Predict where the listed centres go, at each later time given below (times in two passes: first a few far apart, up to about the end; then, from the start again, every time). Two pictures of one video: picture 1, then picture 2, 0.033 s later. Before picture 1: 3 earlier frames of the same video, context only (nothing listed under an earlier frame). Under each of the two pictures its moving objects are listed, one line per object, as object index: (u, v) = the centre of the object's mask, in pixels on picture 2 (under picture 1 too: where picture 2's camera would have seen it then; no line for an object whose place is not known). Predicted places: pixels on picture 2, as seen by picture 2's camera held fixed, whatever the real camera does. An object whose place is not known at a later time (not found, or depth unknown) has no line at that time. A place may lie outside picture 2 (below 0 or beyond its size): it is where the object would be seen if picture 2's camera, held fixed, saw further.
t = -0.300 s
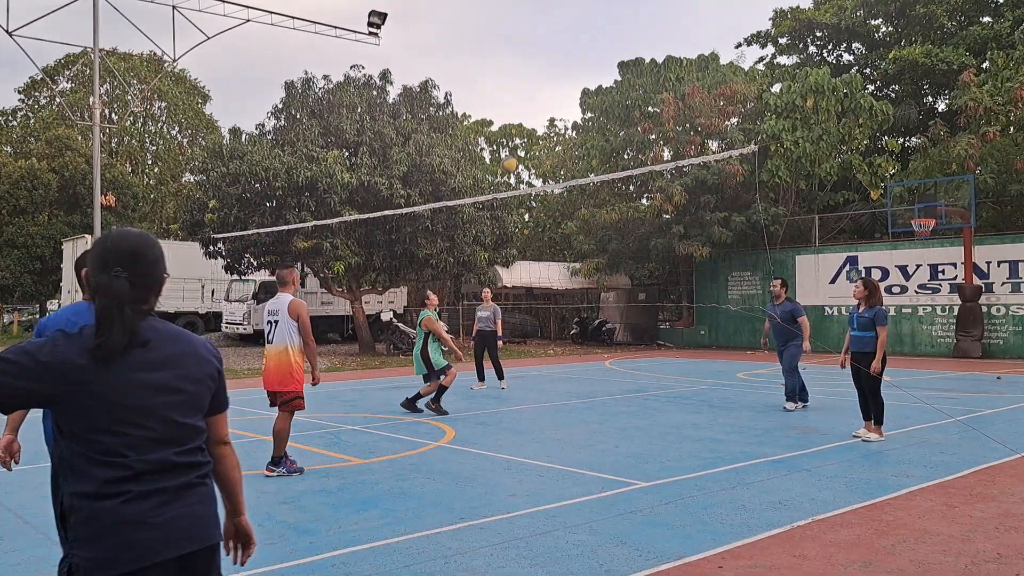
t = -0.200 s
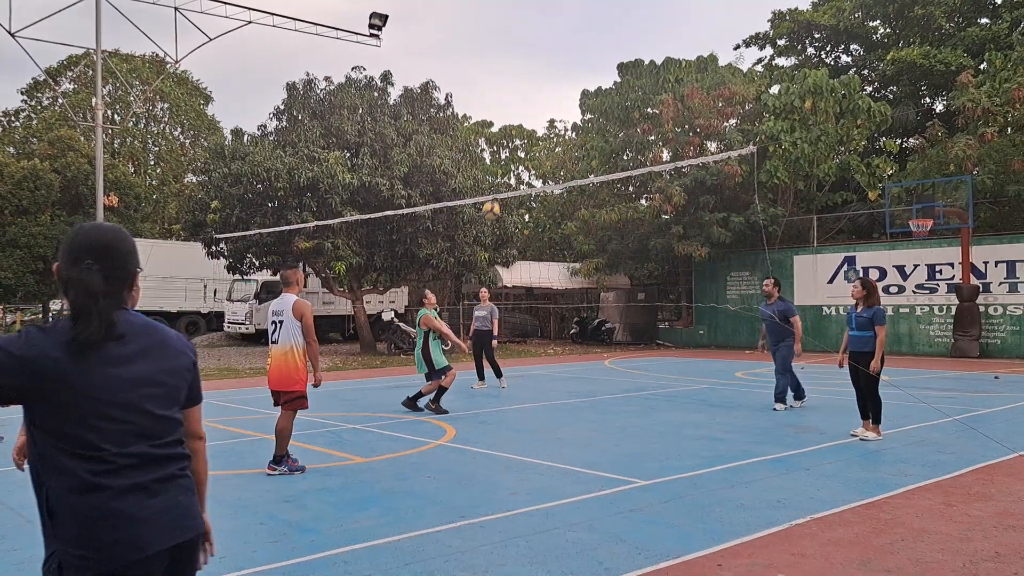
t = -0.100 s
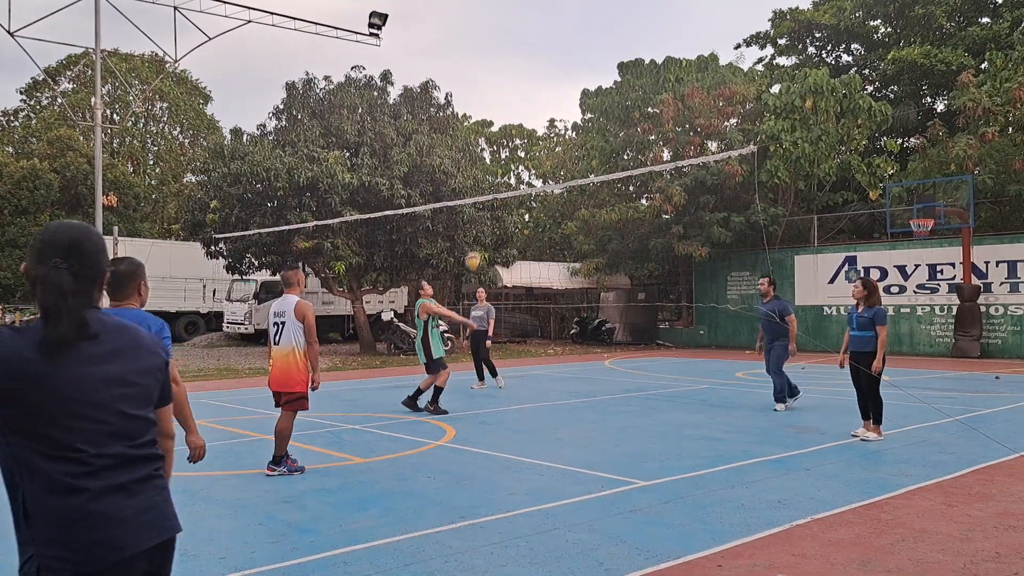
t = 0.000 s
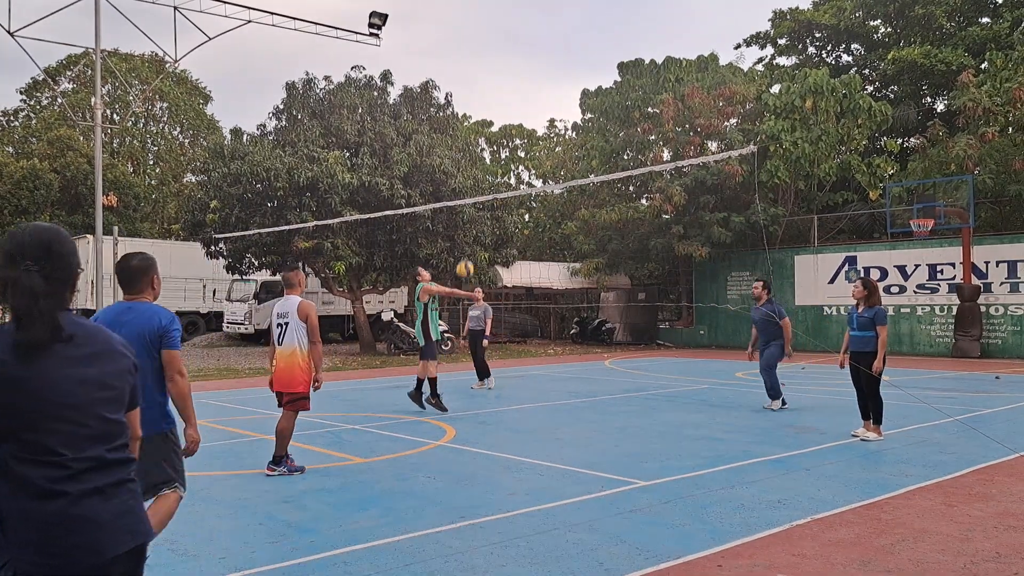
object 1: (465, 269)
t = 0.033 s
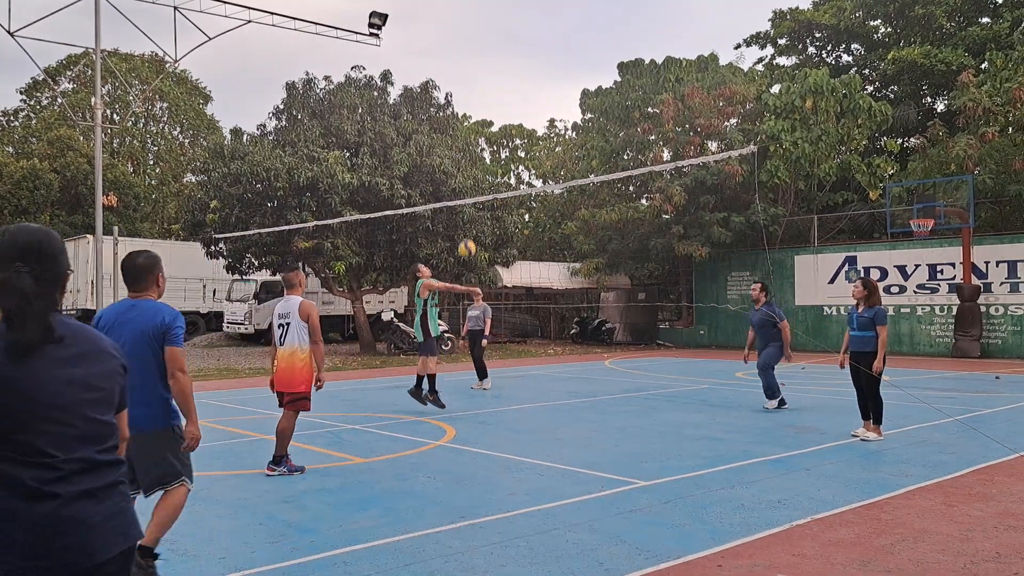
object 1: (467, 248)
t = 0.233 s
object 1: (474, 144)
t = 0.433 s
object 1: (483, 72)
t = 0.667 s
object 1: (492, 28)
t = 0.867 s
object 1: (499, 28)
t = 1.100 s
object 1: (508, 71)
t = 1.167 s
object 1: (510, 92)
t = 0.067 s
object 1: (468, 229)
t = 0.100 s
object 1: (469, 212)
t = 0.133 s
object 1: (471, 191)
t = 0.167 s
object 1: (473, 175)
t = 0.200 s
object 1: (474, 160)
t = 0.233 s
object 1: (474, 144)
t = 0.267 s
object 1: (477, 129)
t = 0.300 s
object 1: (478, 116)
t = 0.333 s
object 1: (479, 104)
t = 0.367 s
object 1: (481, 93)
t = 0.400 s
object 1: (482, 82)
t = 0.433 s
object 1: (483, 72)
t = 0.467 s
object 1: (484, 63)
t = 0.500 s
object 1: (486, 54)
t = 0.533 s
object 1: (487, 47)
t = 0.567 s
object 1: (488, 41)
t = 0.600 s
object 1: (489, 36)
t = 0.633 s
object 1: (491, 31)
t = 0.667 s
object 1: (492, 28)
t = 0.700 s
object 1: (493, 25)
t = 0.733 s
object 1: (494, 24)
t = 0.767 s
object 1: (495, 24)
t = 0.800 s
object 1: (497, 25)
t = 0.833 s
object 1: (498, 26)
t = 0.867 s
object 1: (499, 28)
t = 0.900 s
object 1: (500, 32)
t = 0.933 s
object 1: (502, 36)
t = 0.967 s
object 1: (503, 41)
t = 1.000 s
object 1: (504, 47)
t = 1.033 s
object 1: (505, 54)
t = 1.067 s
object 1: (507, 62)
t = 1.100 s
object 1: (508, 71)
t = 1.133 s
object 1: (509, 81)
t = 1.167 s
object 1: (510, 92)
